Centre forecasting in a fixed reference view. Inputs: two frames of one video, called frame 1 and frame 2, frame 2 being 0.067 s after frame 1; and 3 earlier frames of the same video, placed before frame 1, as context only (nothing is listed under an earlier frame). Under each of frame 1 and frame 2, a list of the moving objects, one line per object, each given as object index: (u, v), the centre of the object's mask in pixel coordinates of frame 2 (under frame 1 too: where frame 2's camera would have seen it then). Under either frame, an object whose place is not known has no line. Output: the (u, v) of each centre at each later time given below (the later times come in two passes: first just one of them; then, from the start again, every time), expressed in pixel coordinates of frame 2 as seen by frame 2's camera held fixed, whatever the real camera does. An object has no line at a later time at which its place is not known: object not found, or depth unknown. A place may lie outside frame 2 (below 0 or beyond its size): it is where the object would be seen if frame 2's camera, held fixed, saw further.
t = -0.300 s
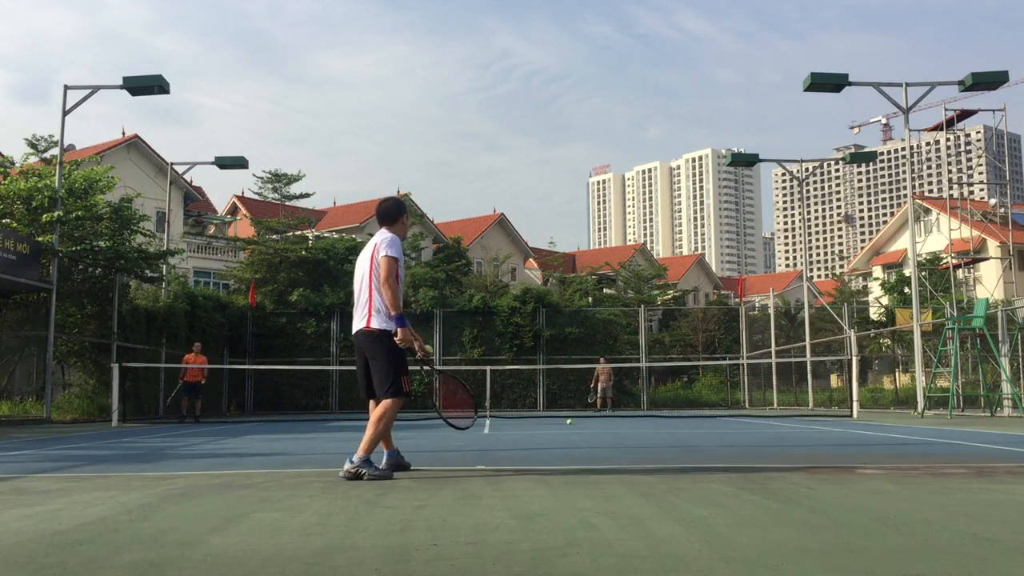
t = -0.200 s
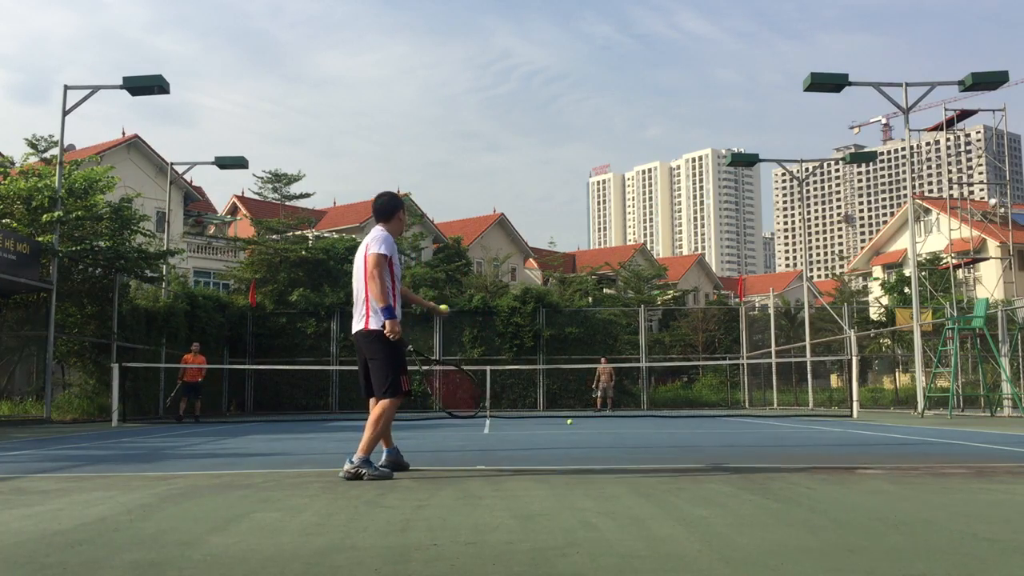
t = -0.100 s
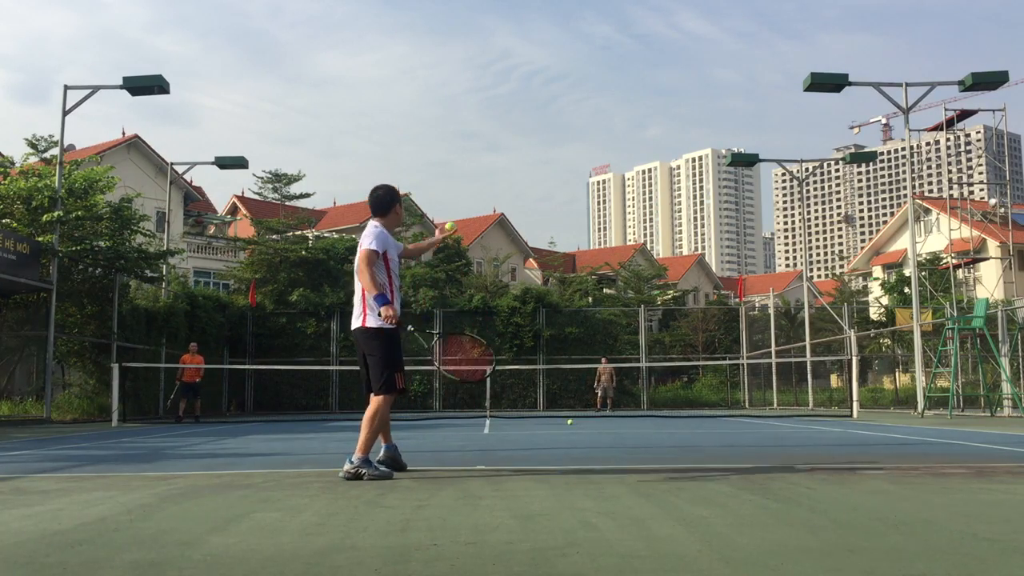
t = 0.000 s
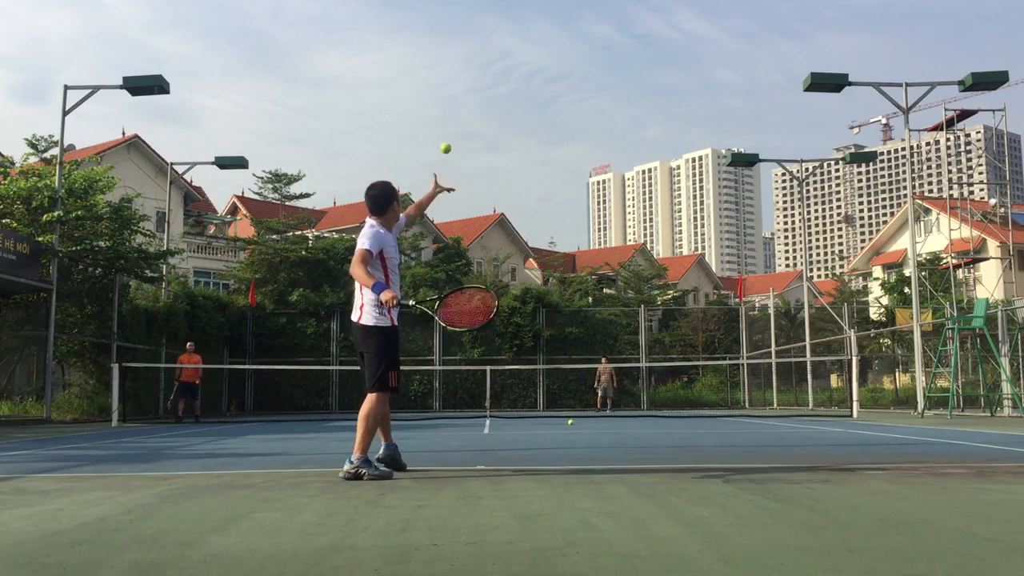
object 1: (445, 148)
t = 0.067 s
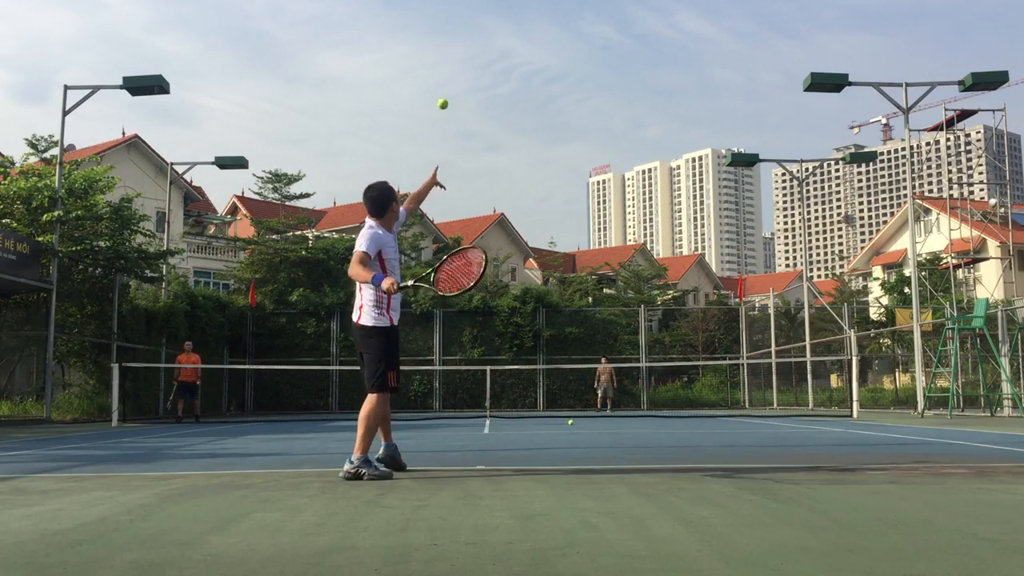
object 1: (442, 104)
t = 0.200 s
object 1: (436, 35)
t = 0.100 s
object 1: (441, 84)
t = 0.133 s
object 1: (439, 66)
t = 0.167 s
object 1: (438, 50)
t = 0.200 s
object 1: (436, 35)
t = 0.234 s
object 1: (434, 22)
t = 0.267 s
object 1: (433, 10)
